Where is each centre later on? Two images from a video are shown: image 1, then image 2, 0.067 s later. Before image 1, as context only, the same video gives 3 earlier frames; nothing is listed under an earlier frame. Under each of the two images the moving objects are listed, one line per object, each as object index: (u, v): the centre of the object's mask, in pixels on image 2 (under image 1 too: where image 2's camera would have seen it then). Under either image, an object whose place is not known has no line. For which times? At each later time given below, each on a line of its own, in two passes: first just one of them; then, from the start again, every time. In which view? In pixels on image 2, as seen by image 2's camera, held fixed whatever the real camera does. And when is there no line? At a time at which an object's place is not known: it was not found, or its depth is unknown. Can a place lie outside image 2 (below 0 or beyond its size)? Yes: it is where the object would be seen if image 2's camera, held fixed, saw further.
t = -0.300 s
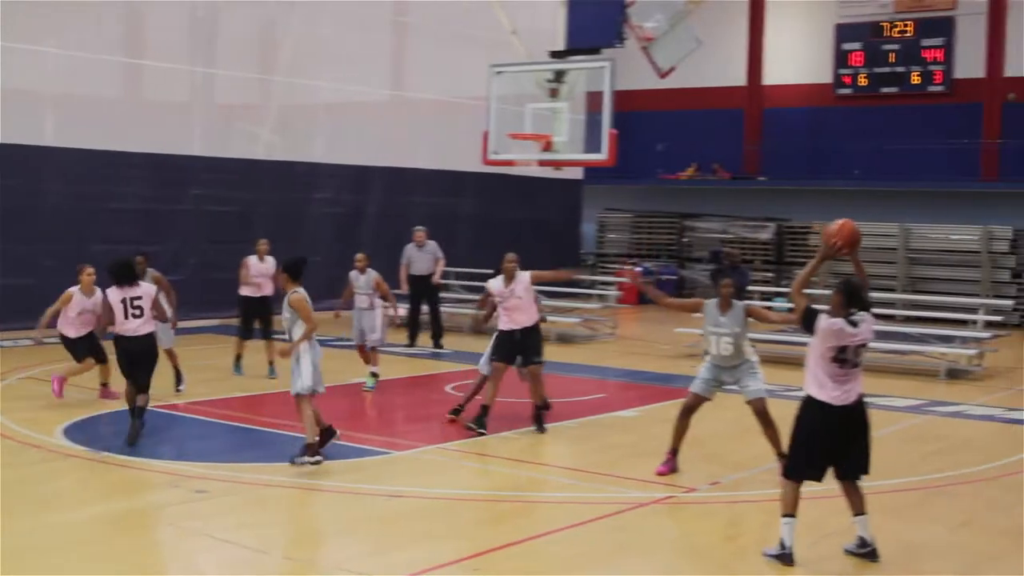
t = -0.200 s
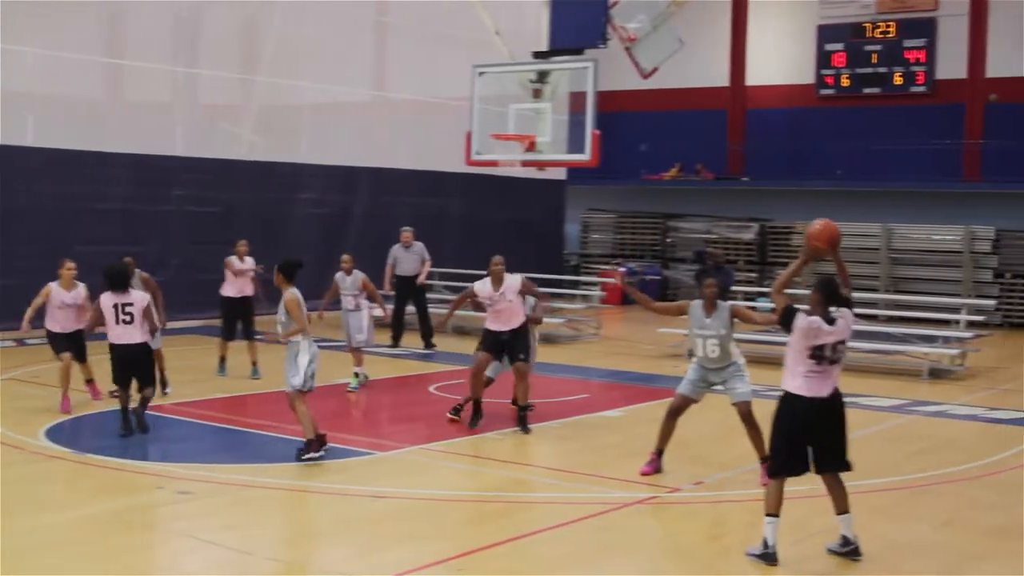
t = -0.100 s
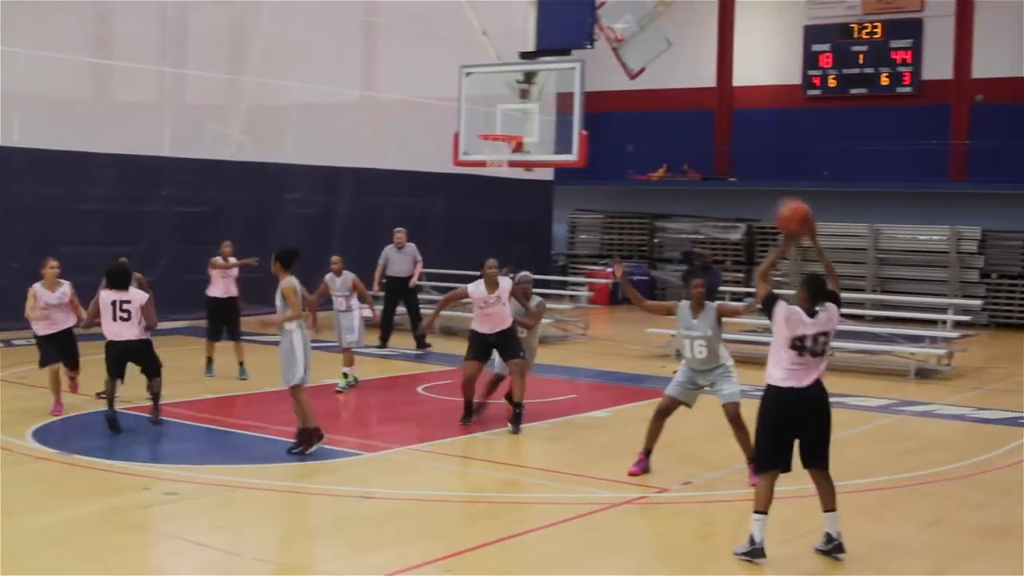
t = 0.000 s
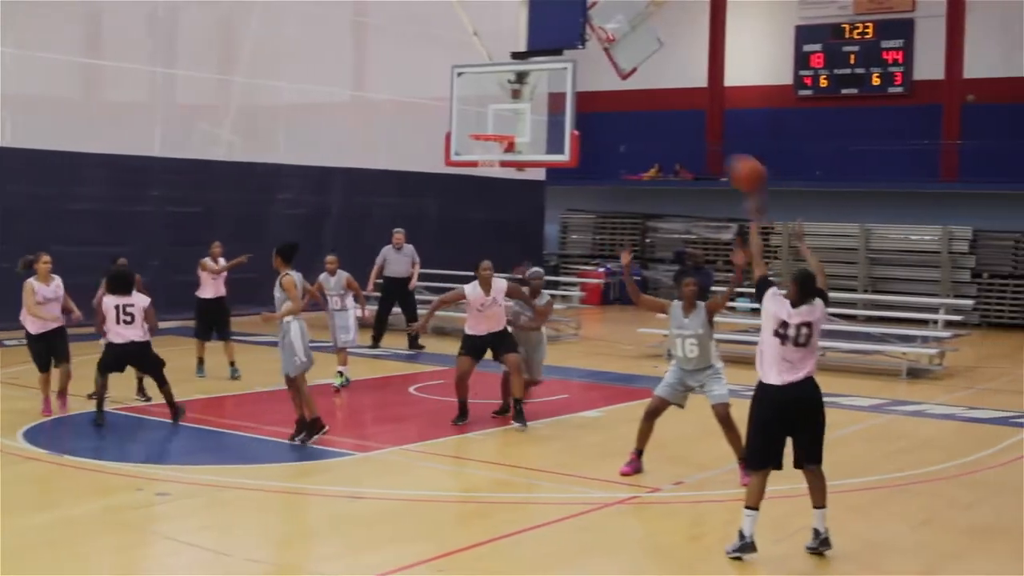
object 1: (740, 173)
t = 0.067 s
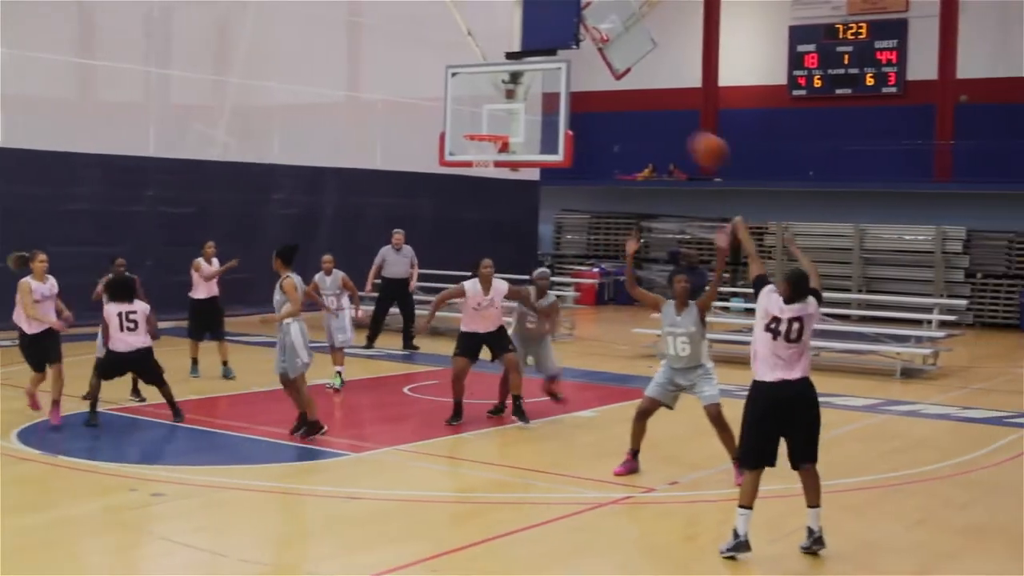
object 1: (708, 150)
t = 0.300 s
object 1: (610, 123)
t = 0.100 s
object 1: (692, 141)
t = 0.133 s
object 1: (676, 133)
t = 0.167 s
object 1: (662, 128)
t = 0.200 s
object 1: (648, 125)
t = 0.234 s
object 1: (636, 123)
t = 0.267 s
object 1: (622, 122)
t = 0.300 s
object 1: (610, 123)
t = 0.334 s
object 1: (598, 125)
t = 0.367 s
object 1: (587, 129)
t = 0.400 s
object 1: (577, 133)
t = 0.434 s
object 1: (565, 139)
